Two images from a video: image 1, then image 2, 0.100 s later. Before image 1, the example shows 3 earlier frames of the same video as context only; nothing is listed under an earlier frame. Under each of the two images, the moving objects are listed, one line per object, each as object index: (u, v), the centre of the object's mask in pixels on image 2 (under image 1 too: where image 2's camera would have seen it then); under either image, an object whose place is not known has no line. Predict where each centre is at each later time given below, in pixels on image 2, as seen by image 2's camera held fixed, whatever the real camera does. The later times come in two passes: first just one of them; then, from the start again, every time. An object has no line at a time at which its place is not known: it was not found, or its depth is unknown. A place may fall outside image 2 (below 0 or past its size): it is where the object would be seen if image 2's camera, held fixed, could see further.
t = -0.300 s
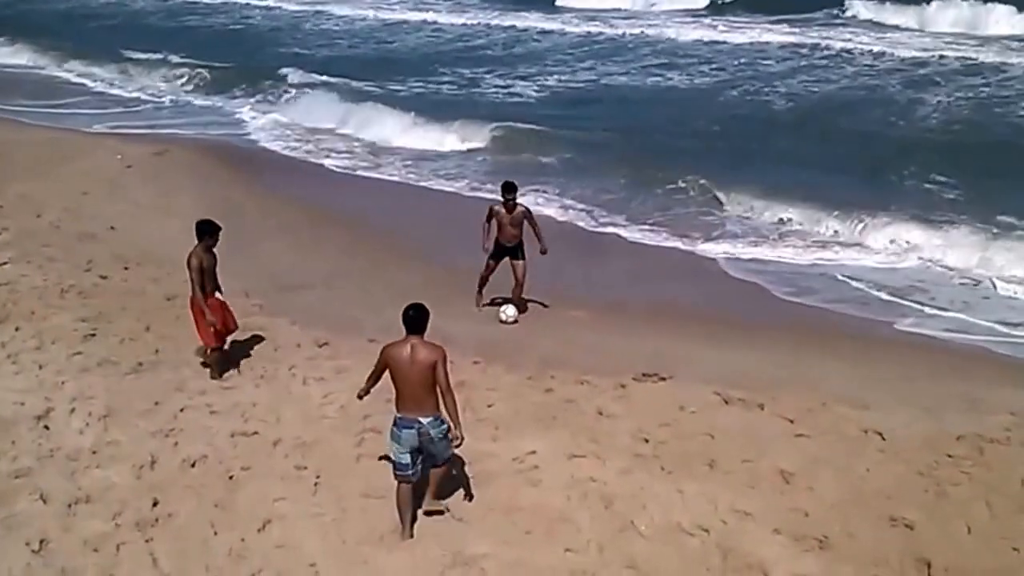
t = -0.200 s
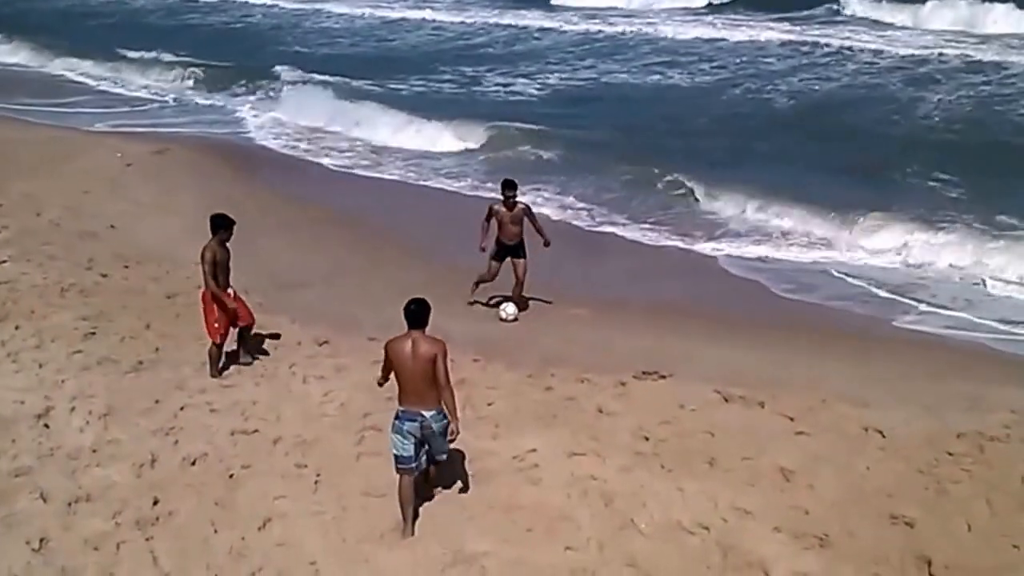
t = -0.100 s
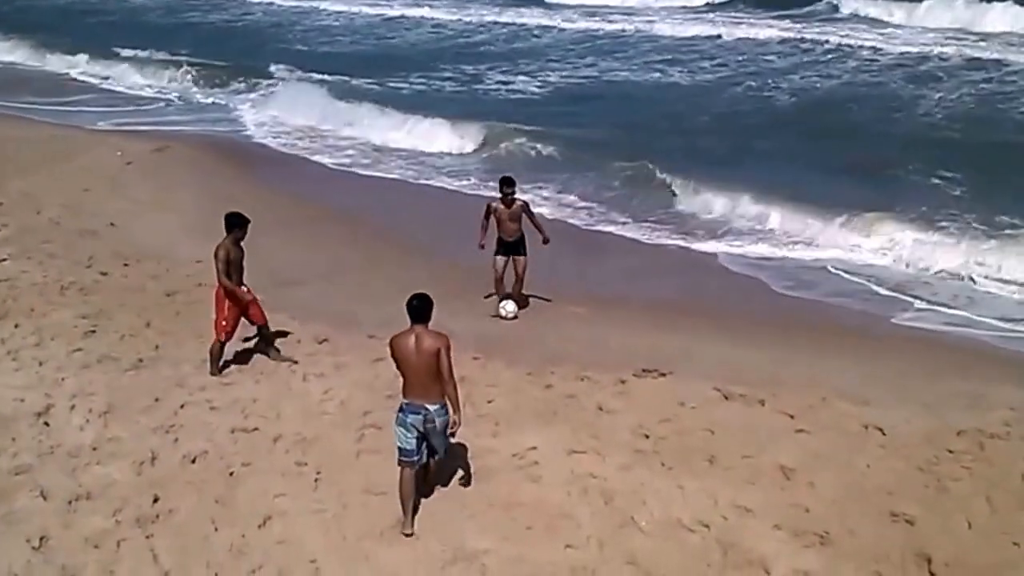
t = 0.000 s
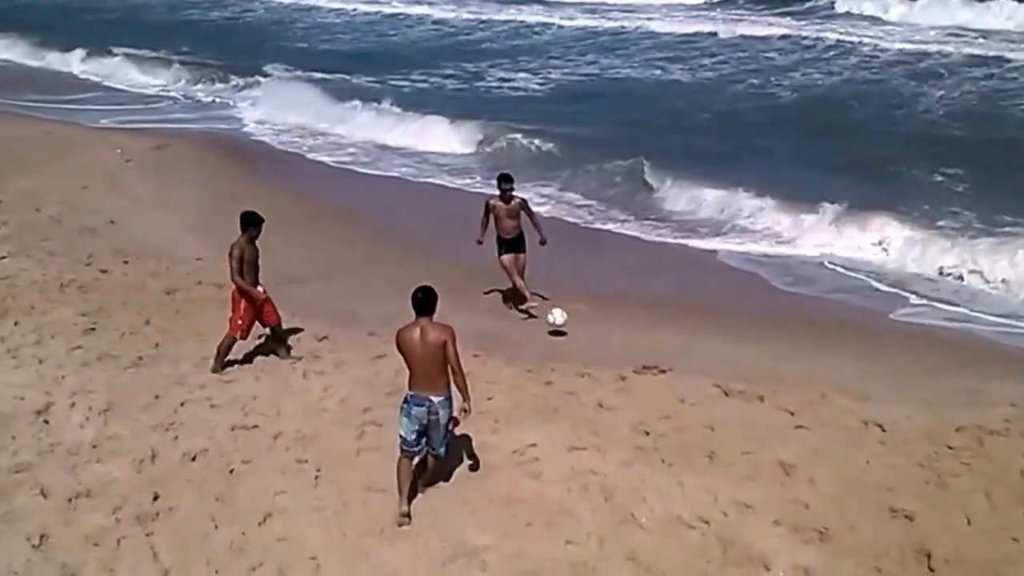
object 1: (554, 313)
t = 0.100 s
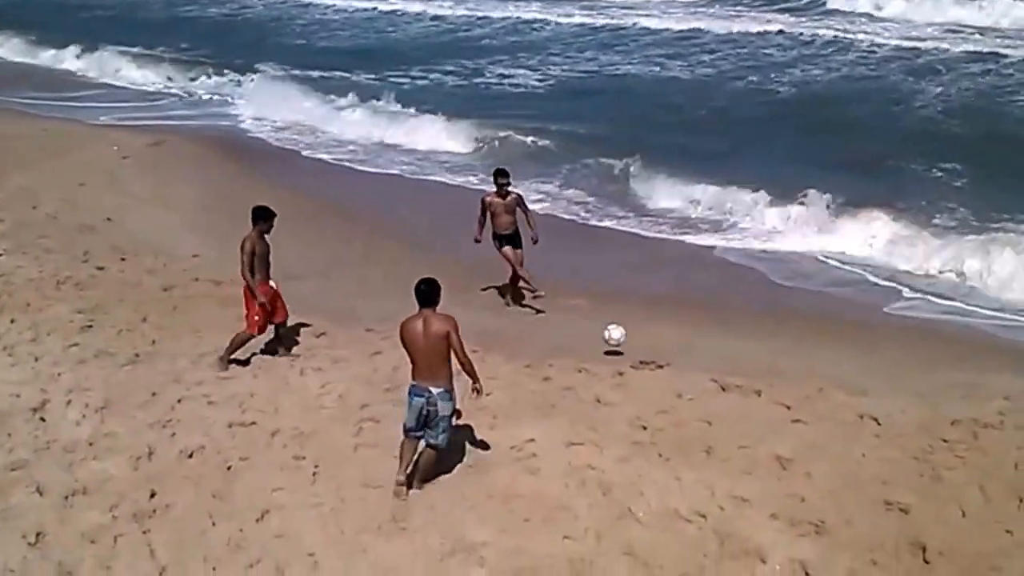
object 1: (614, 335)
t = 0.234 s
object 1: (710, 385)
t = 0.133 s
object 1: (637, 346)
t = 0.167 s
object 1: (659, 357)
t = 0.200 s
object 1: (684, 371)
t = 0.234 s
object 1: (710, 385)
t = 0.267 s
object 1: (733, 393)
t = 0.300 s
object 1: (758, 401)
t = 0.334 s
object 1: (784, 410)
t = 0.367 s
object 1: (811, 421)
